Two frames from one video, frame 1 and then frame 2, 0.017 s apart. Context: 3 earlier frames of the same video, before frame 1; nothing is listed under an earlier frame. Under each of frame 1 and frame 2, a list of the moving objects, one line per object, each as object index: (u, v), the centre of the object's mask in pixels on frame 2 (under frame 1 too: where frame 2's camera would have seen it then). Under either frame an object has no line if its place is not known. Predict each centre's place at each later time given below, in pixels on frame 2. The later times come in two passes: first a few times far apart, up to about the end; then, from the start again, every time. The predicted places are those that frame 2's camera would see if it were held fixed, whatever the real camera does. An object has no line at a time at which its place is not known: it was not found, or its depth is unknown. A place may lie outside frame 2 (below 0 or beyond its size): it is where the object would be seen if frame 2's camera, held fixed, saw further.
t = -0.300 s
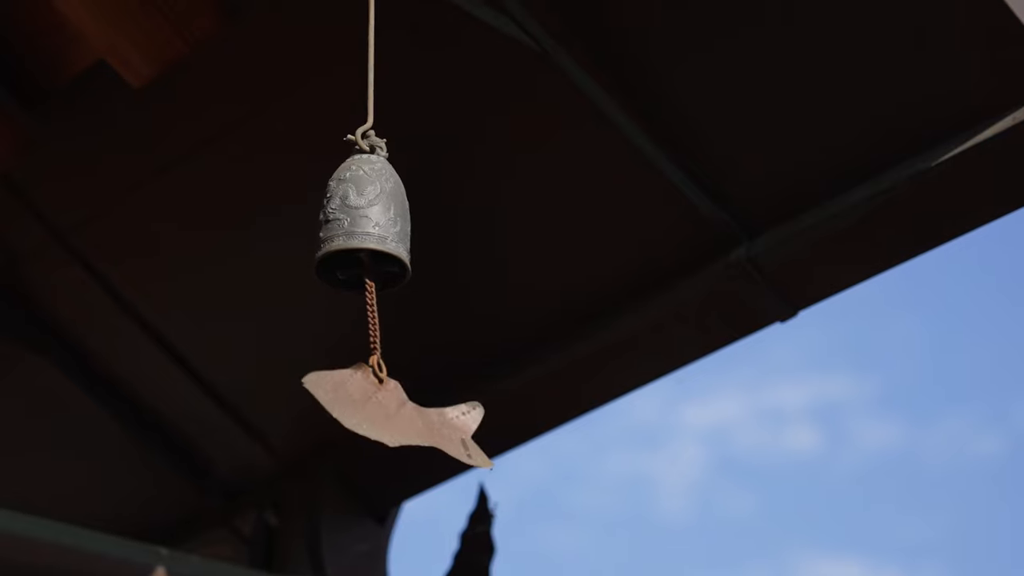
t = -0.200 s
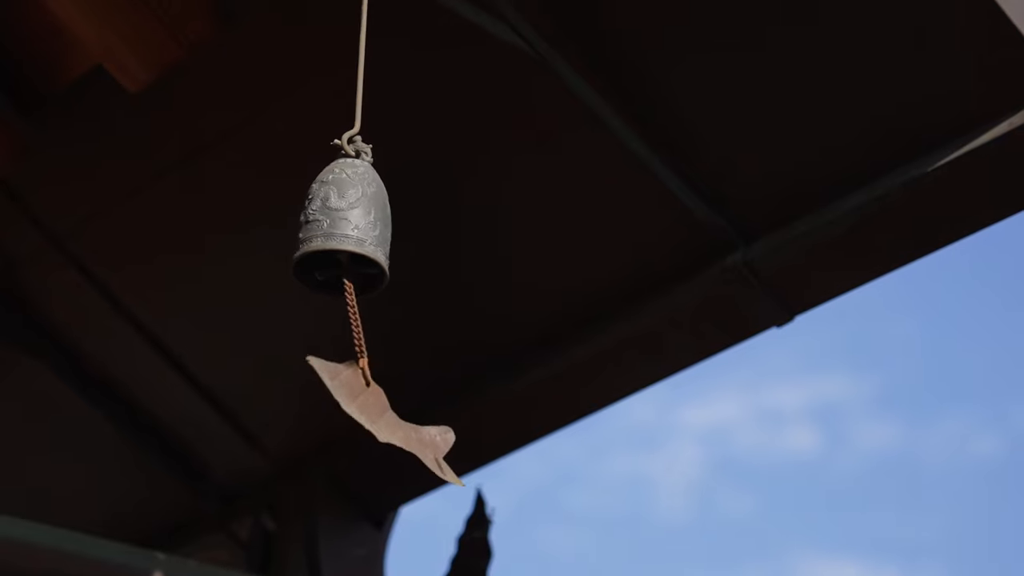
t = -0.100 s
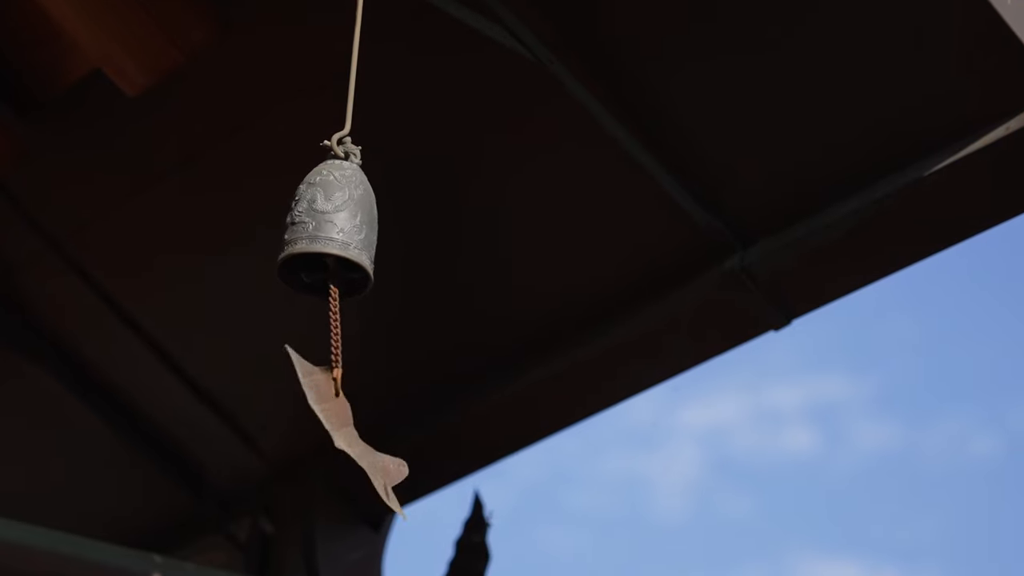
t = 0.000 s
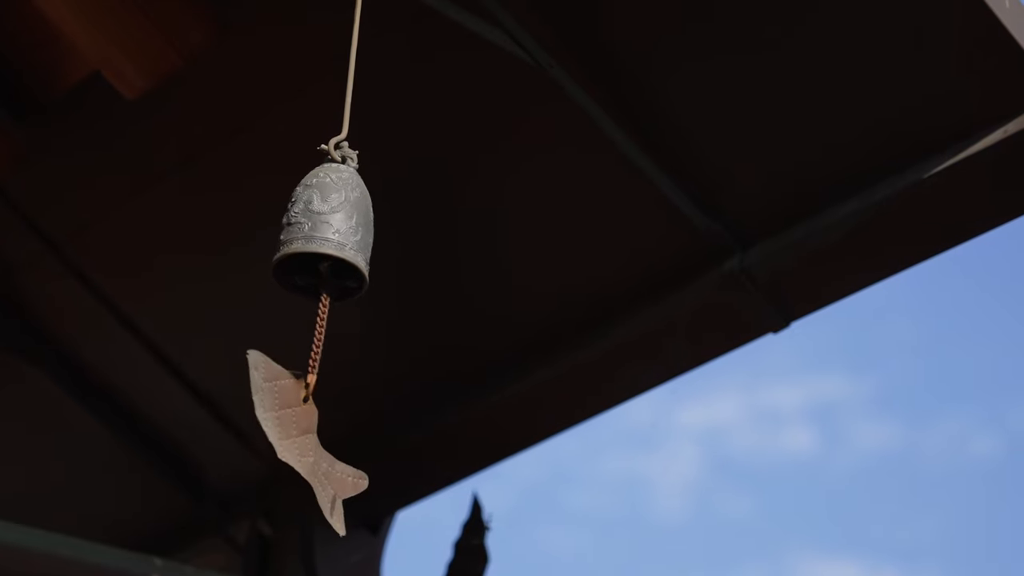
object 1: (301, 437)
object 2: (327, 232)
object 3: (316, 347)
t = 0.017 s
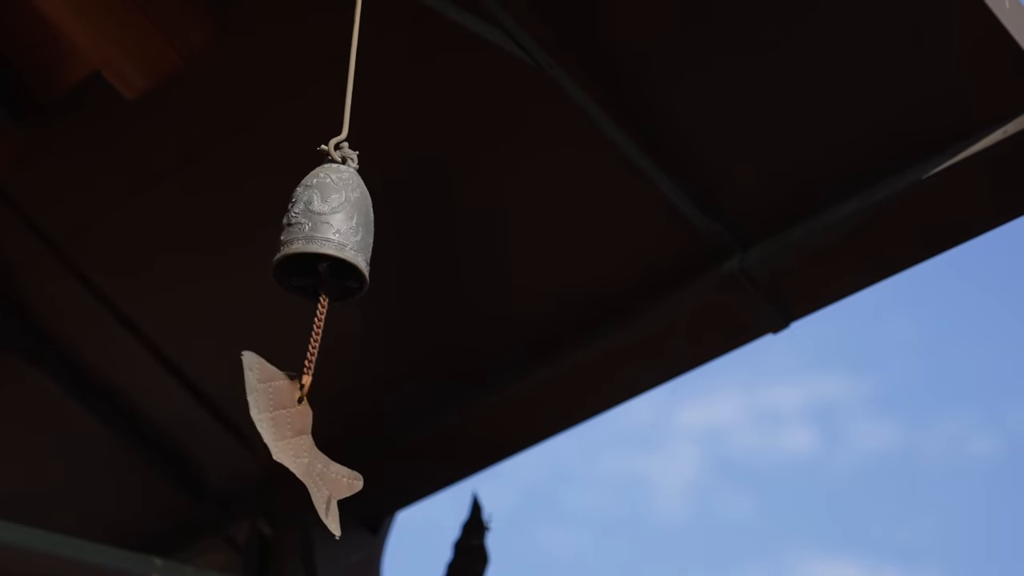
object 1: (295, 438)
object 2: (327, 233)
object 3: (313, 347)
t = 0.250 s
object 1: (314, 445)
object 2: (351, 240)
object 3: (325, 355)
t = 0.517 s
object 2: (374, 245)
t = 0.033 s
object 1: (291, 438)
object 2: (328, 233)
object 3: (310, 348)
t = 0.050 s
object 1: (288, 439)
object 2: (329, 234)
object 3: (307, 349)
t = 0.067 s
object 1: (285, 439)
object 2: (330, 235)
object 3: (305, 350)
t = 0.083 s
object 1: (284, 440)
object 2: (332, 235)
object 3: (304, 350)
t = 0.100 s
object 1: (283, 441)
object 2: (333, 235)
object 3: (303, 350)
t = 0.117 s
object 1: (283, 441)
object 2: (335, 236)
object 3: (303, 351)
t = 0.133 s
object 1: (284, 442)
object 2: (337, 236)
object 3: (304, 351)
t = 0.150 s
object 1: (286, 442)
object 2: (339, 236)
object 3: (306, 351)
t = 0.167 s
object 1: (288, 443)
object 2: (341, 237)
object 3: (308, 351)
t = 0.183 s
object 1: (292, 444)
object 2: (343, 237)
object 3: (310, 352)
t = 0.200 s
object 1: (296, 445)
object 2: (345, 238)
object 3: (313, 353)
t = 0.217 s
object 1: (301, 445)
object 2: (347, 239)
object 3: (316, 353)
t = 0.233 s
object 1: (307, 445)
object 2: (349, 240)
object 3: (320, 355)
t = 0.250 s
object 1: (314, 445)
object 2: (351, 240)
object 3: (325, 355)
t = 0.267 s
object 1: (321, 445)
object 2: (353, 241)
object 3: (330, 355)
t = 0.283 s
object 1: (328, 445)
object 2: (355, 241)
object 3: (336, 356)
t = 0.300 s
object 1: (336, 444)
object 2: (356, 242)
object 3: (342, 355)
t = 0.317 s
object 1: (345, 444)
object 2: (358, 242)
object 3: (349, 356)
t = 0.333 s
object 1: (353, 443)
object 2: (360, 243)
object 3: (356, 356)
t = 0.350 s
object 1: (362, 443)
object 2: (361, 243)
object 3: (363, 355)
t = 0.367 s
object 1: (371, 442)
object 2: (363, 243)
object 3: (370, 355)
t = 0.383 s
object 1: (381, 441)
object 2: (364, 243)
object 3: (376, 355)
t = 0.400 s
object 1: (389, 439)
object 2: (366, 243)
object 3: (382, 354)
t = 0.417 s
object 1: (398, 438)
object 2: (367, 244)
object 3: (387, 353)
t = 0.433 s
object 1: (406, 437)
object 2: (369, 245)
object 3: (391, 352)
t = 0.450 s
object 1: (413, 435)
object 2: (370, 244)
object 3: (394, 352)
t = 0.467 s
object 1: (419, 434)
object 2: (371, 245)
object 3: (397, 352)
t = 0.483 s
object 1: (424, 434)
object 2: (372, 245)
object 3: (399, 351)
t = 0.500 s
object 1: (427, 434)
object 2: (373, 245)
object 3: (401, 351)
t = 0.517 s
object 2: (374, 245)
